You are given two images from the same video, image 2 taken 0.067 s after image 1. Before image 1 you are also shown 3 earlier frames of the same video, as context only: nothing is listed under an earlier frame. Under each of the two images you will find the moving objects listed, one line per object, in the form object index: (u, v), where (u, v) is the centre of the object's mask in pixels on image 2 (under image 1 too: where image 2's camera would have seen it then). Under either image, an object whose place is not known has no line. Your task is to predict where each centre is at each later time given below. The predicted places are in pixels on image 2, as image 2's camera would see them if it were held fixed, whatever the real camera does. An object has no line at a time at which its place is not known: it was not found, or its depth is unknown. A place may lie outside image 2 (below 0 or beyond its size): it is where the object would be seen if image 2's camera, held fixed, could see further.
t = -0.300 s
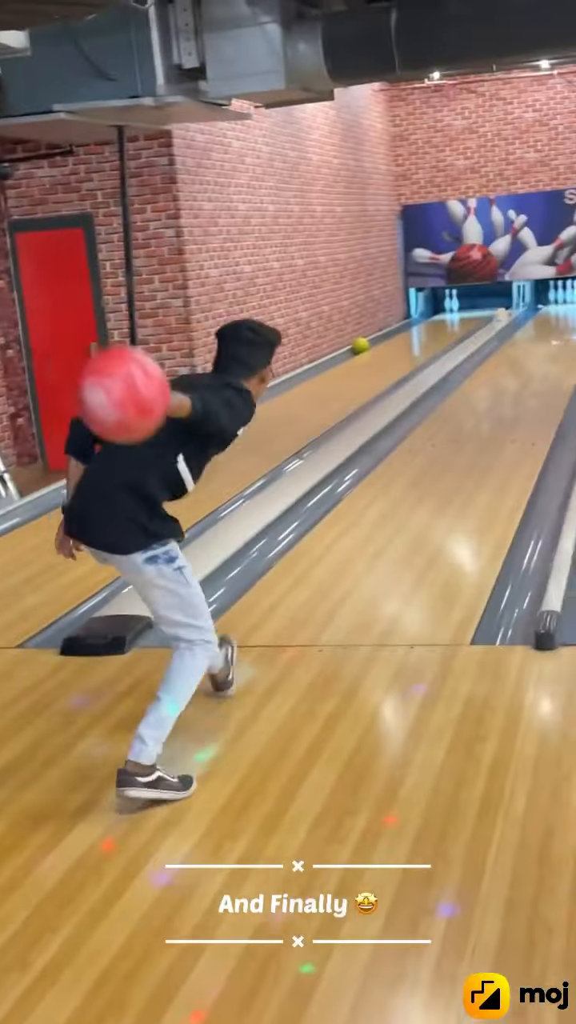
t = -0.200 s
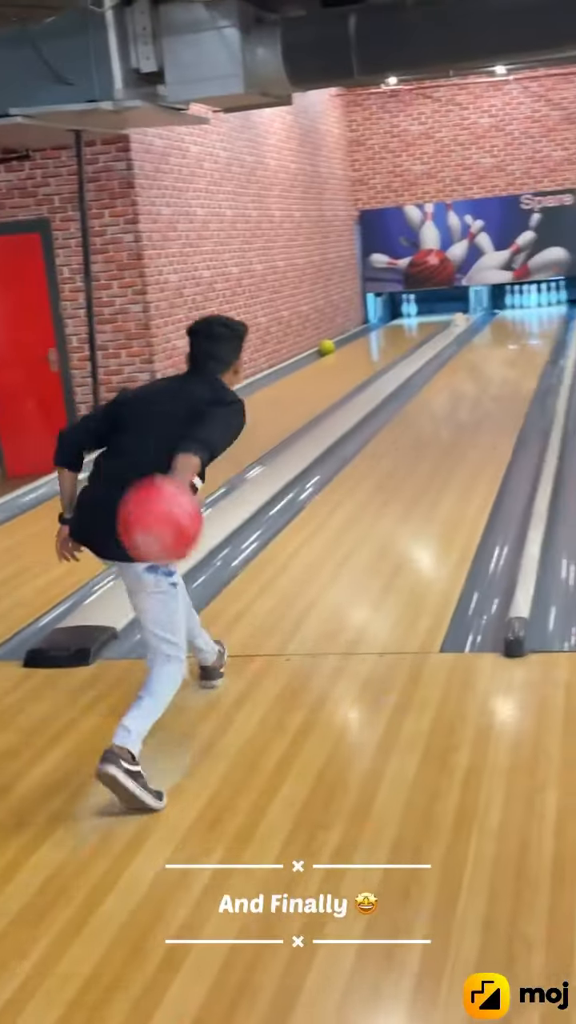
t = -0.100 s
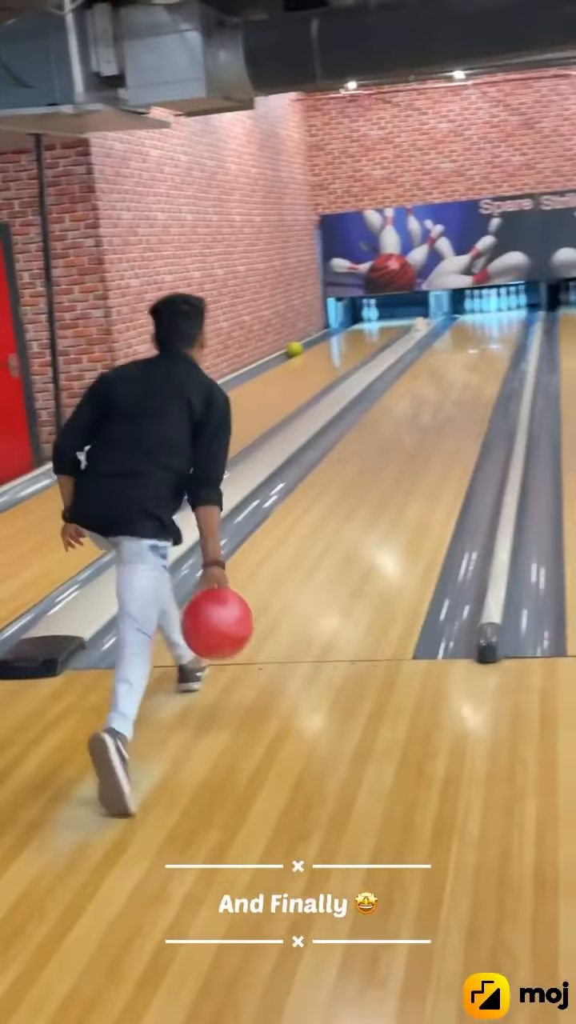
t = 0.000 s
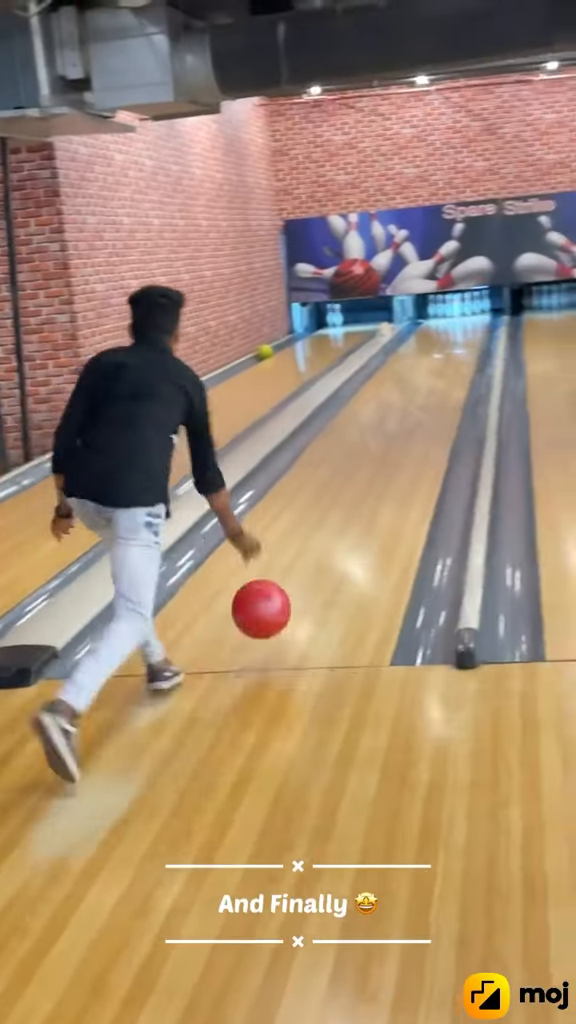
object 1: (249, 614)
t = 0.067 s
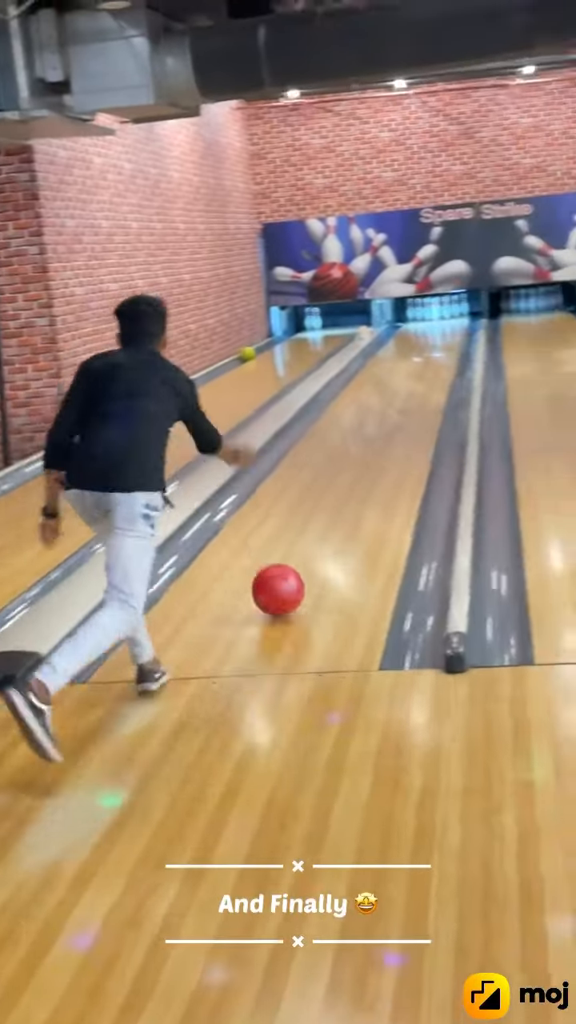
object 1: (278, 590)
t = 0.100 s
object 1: (288, 569)
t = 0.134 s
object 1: (299, 553)
